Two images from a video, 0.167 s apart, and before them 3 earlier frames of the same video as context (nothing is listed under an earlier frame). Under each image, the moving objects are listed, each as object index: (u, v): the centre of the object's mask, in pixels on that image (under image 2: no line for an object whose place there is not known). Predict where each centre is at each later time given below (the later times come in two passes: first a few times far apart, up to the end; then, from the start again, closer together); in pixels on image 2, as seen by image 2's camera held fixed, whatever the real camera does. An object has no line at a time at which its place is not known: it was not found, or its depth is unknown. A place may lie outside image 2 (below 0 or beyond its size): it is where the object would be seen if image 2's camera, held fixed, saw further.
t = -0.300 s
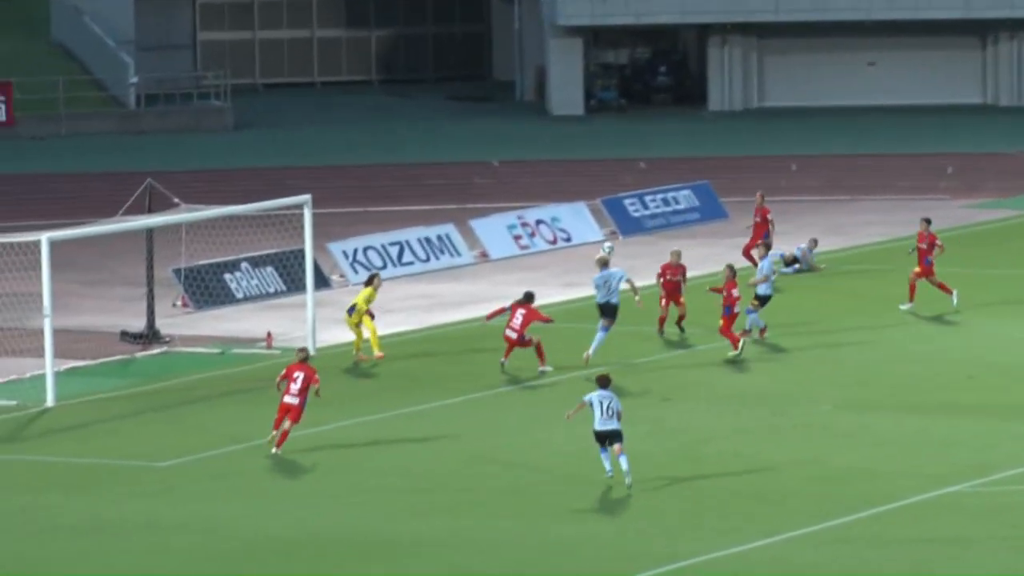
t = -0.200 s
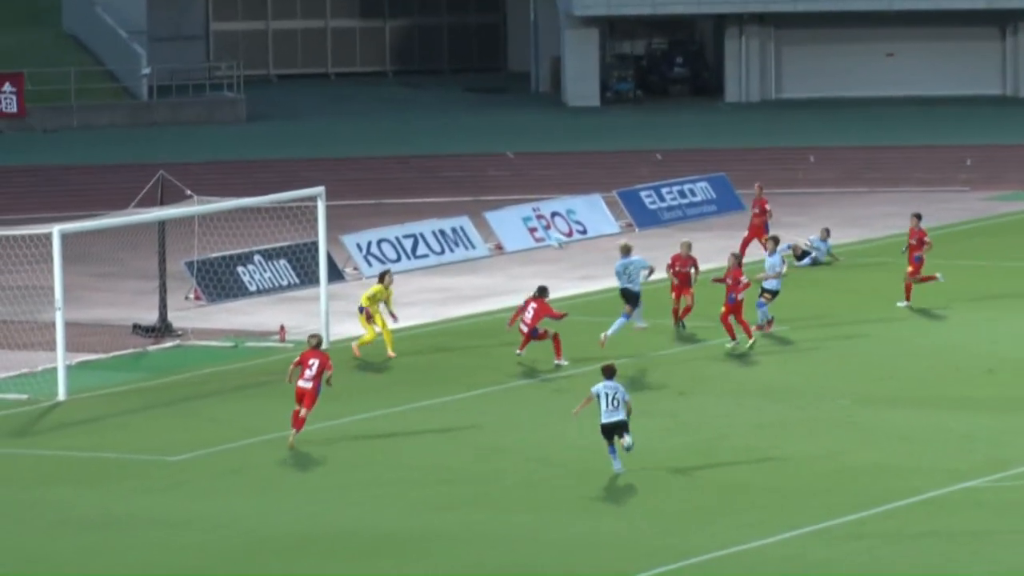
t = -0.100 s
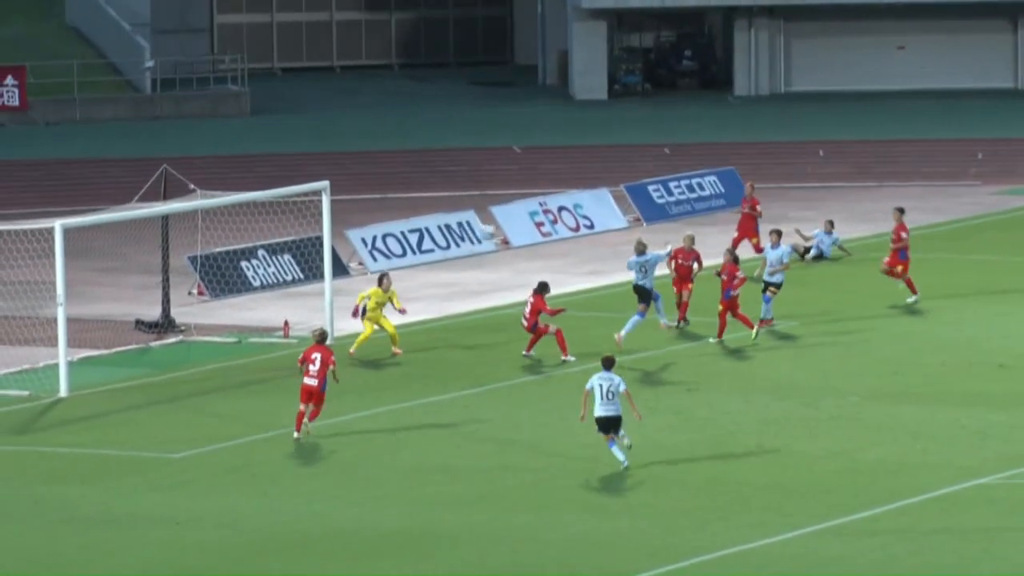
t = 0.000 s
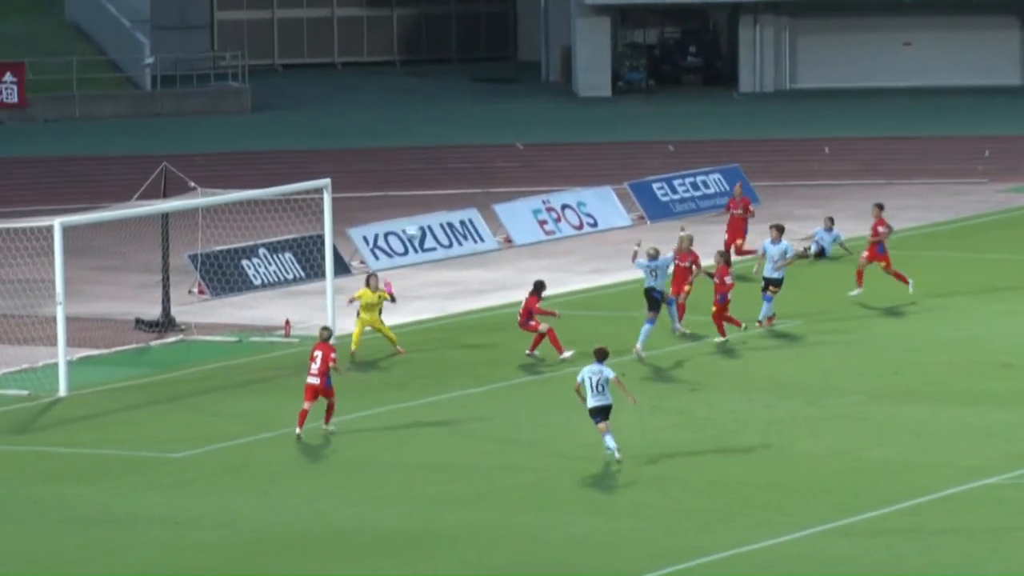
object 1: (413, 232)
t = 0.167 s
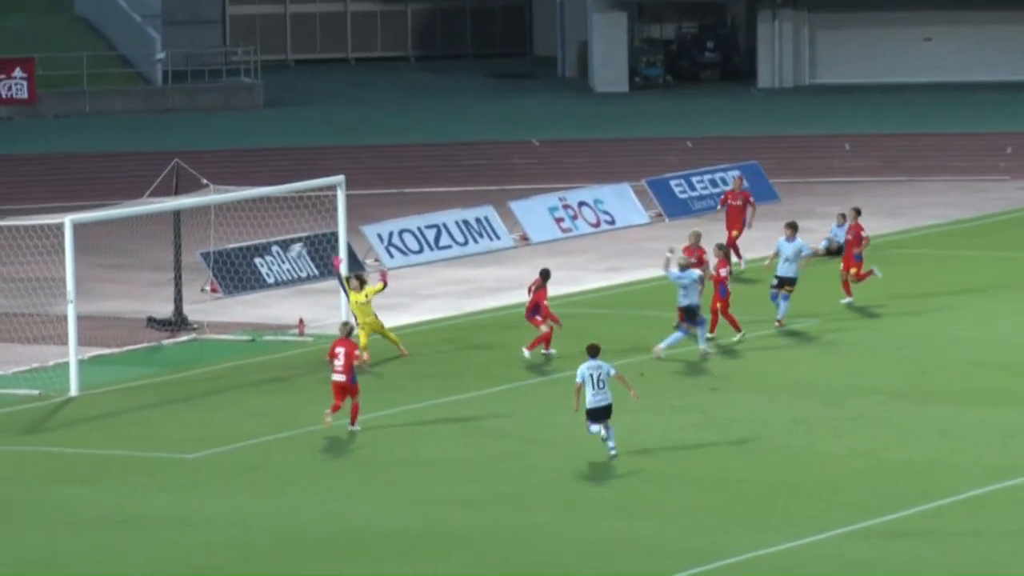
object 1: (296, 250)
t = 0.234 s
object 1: (246, 263)
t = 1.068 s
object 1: (104, 315)
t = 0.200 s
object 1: (271, 255)
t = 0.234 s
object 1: (246, 263)
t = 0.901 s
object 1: (78, 309)
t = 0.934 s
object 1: (82, 309)
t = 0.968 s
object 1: (87, 310)
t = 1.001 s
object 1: (92, 311)
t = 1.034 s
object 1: (98, 313)
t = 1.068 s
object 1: (104, 315)
